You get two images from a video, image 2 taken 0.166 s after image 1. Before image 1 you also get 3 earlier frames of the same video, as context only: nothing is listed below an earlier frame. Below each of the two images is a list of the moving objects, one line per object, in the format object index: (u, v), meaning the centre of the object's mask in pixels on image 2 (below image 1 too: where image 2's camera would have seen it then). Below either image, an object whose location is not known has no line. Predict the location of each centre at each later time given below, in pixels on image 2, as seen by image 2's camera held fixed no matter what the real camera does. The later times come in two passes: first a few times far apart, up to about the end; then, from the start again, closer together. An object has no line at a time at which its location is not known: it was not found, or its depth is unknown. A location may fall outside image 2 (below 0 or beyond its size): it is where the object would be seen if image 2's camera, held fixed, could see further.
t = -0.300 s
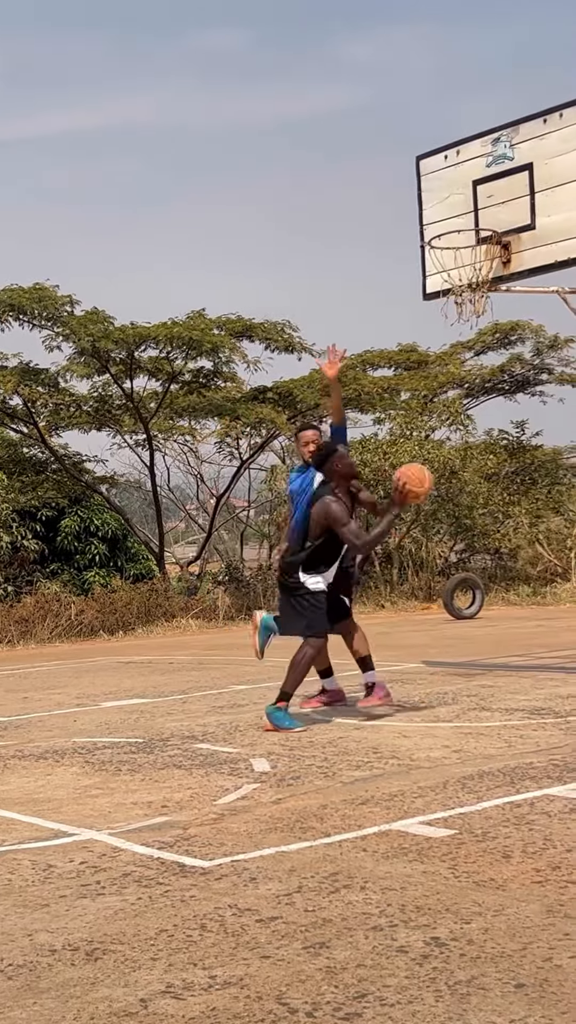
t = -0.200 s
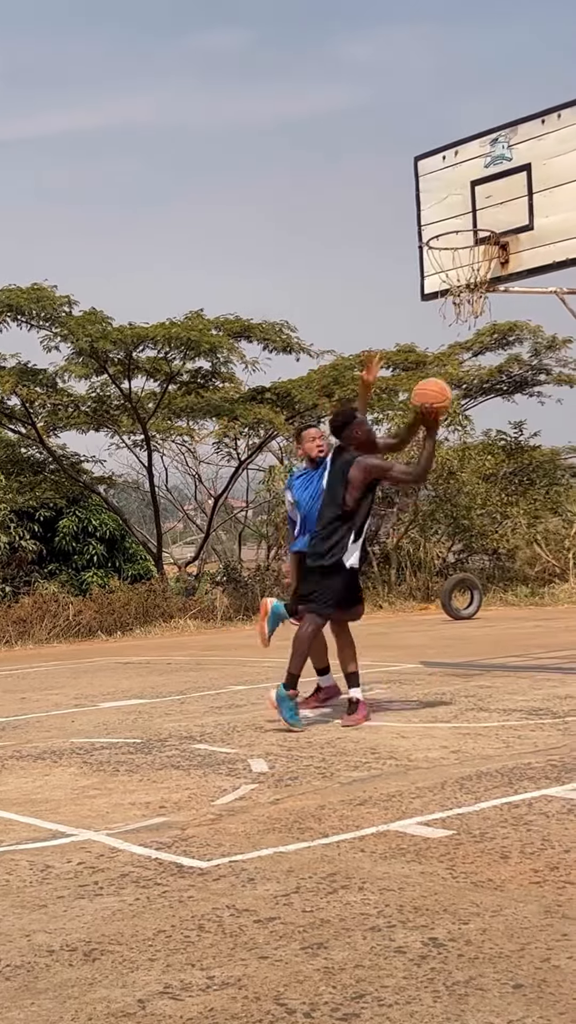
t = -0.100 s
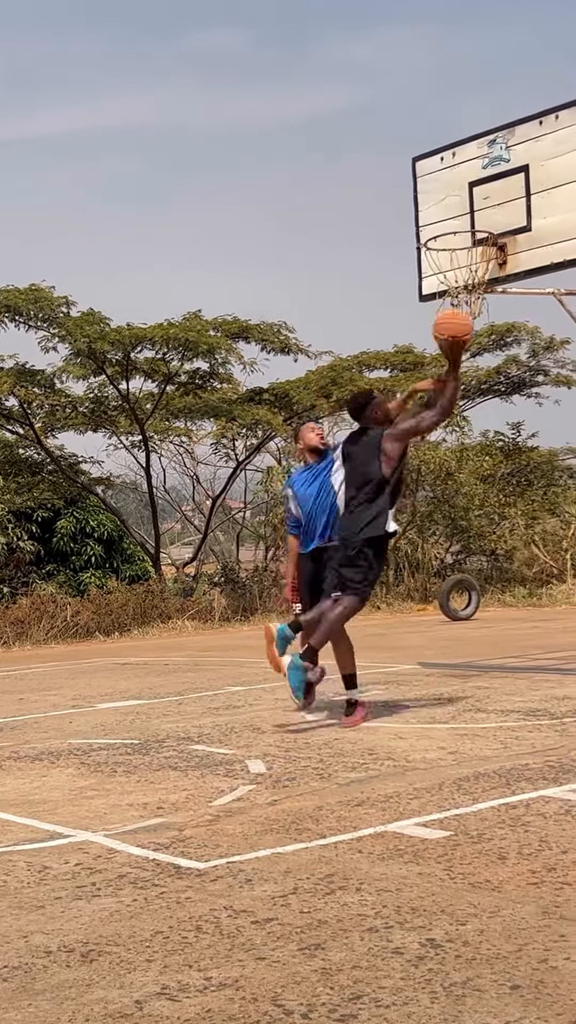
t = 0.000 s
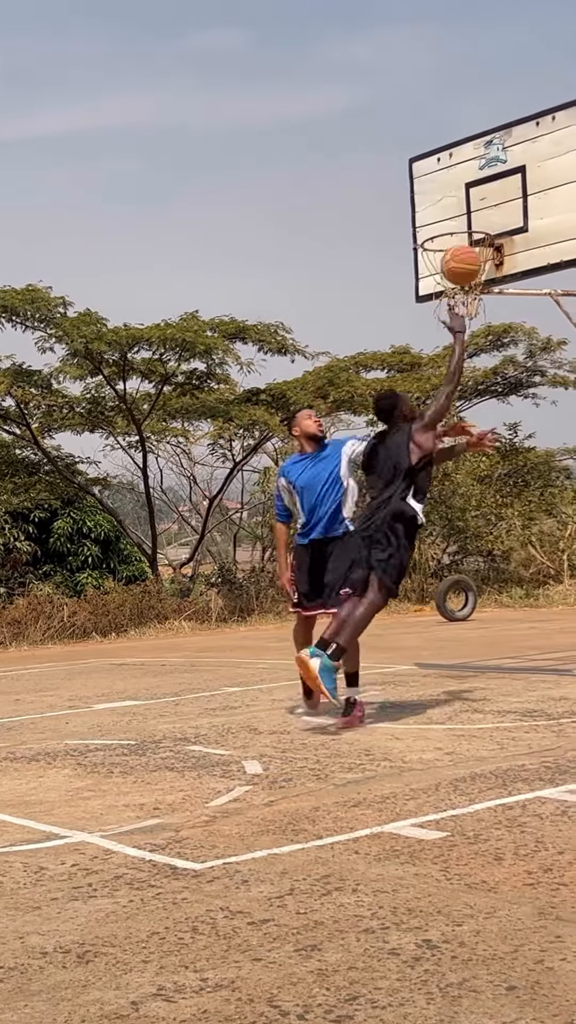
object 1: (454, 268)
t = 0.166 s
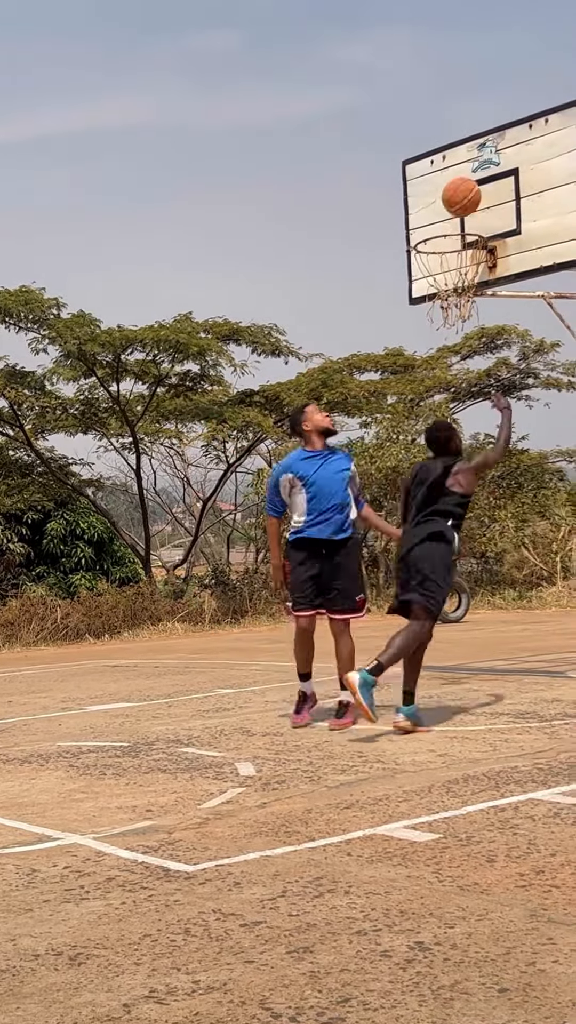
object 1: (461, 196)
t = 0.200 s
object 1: (463, 189)
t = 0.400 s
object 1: (473, 178)
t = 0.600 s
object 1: (460, 217)
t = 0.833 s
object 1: (407, 313)
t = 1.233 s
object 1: (330, 638)
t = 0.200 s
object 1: (463, 189)
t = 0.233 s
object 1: (464, 183)
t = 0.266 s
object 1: (466, 178)
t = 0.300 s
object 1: (467, 176)
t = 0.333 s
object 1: (469, 175)
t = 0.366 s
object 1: (471, 176)
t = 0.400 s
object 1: (473, 178)
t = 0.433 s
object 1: (474, 182)
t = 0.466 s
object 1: (476, 188)
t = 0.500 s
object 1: (477, 194)
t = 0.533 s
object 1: (476, 202)
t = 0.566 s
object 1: (468, 209)
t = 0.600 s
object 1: (460, 217)
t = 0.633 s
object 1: (452, 227)
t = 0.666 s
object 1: (444, 239)
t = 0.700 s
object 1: (436, 253)
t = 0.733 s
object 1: (428, 267)
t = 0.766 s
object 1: (421, 283)
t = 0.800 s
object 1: (414, 297)
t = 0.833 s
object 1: (407, 313)
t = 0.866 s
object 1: (401, 331)
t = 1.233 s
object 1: (330, 638)
